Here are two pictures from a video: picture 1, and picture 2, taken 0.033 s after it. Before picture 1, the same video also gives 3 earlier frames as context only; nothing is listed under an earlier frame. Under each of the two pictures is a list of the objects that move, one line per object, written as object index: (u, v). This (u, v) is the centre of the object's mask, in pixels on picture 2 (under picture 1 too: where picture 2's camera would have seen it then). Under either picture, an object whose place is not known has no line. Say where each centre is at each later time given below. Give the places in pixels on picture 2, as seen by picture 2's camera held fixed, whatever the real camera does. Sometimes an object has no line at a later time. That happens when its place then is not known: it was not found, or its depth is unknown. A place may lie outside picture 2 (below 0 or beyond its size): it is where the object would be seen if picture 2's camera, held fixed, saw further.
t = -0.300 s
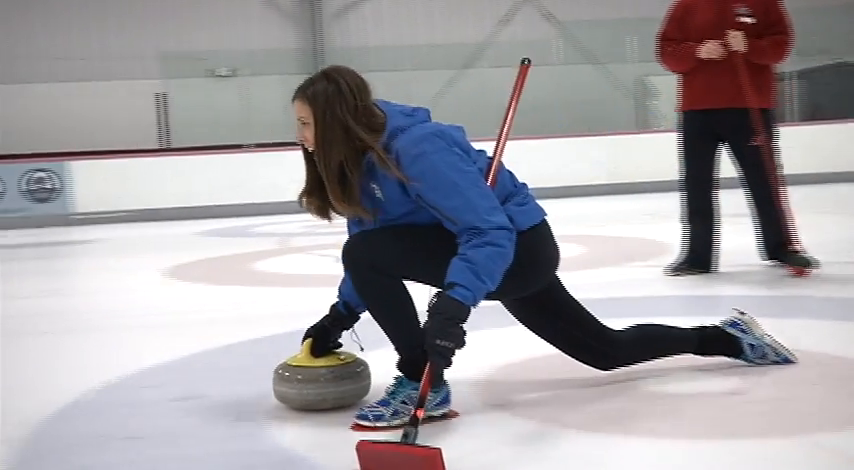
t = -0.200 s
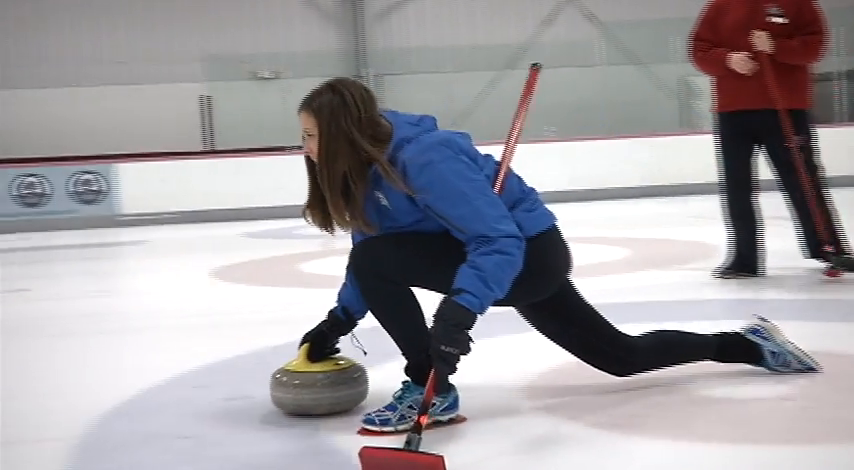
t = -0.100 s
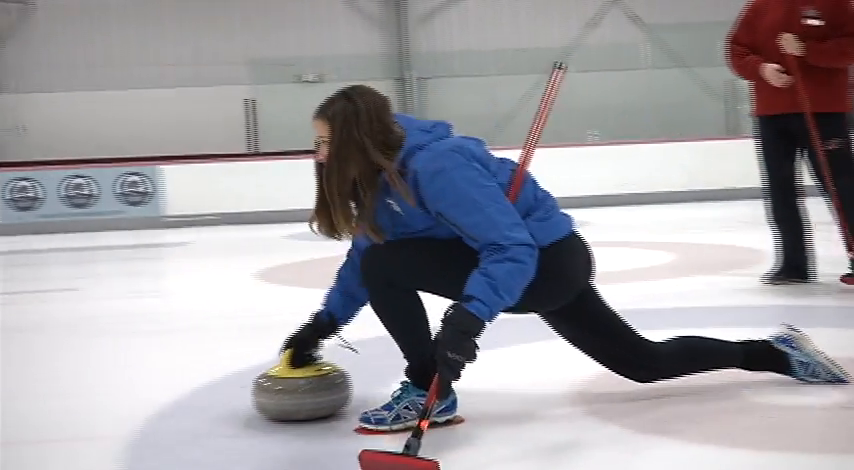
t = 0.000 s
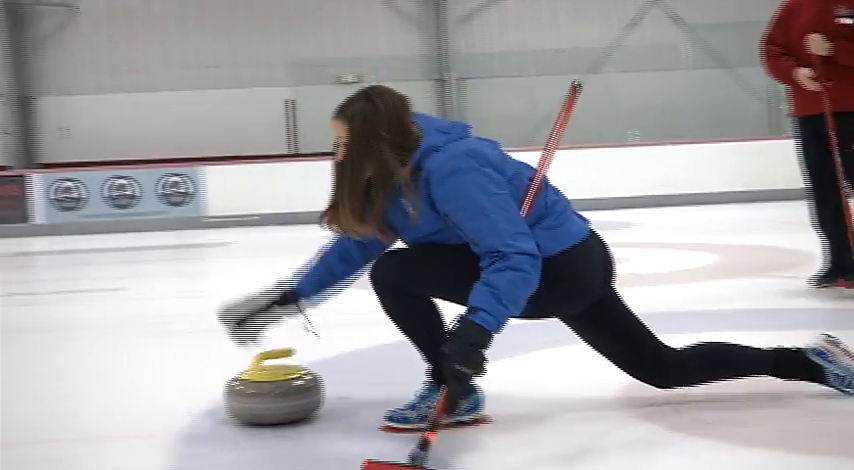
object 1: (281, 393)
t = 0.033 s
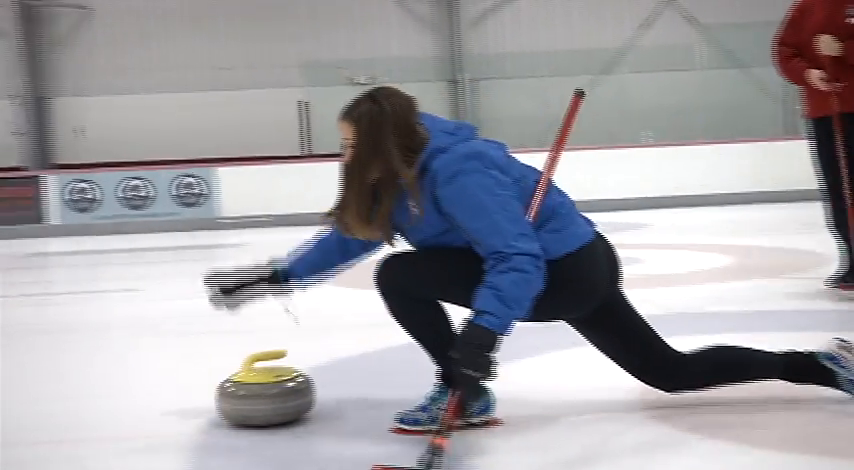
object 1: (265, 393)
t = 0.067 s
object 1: (247, 394)
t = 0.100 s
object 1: (229, 394)
